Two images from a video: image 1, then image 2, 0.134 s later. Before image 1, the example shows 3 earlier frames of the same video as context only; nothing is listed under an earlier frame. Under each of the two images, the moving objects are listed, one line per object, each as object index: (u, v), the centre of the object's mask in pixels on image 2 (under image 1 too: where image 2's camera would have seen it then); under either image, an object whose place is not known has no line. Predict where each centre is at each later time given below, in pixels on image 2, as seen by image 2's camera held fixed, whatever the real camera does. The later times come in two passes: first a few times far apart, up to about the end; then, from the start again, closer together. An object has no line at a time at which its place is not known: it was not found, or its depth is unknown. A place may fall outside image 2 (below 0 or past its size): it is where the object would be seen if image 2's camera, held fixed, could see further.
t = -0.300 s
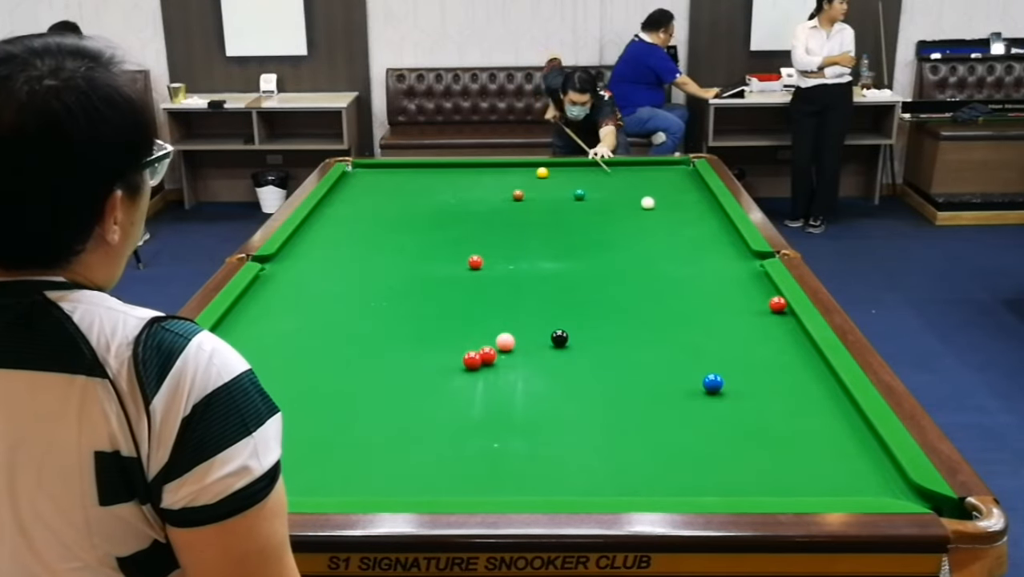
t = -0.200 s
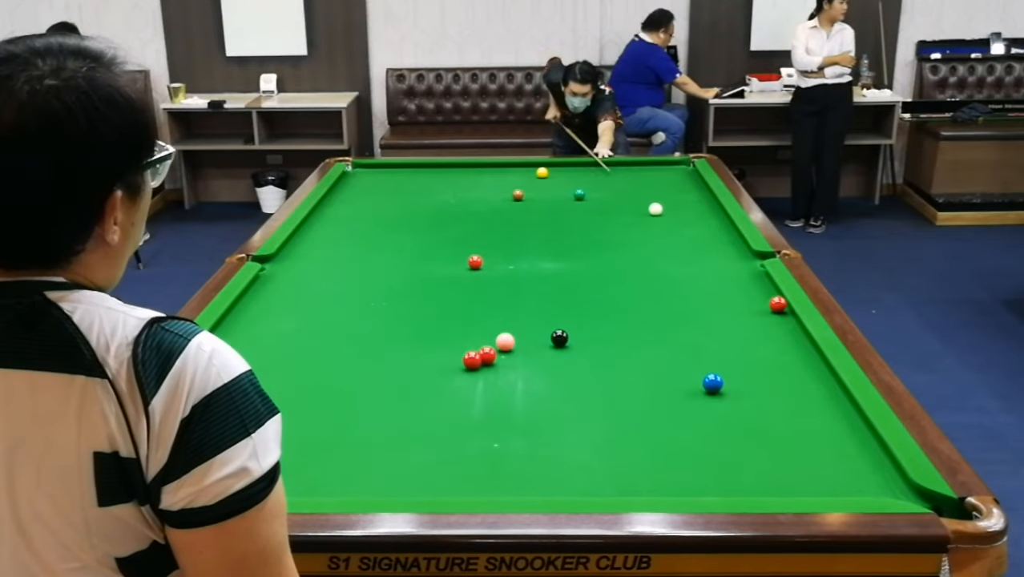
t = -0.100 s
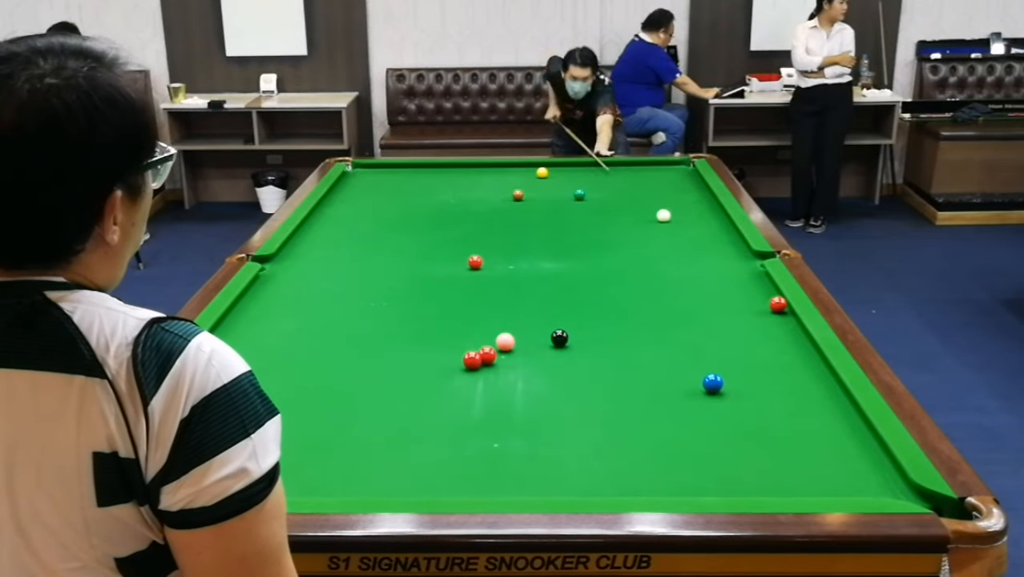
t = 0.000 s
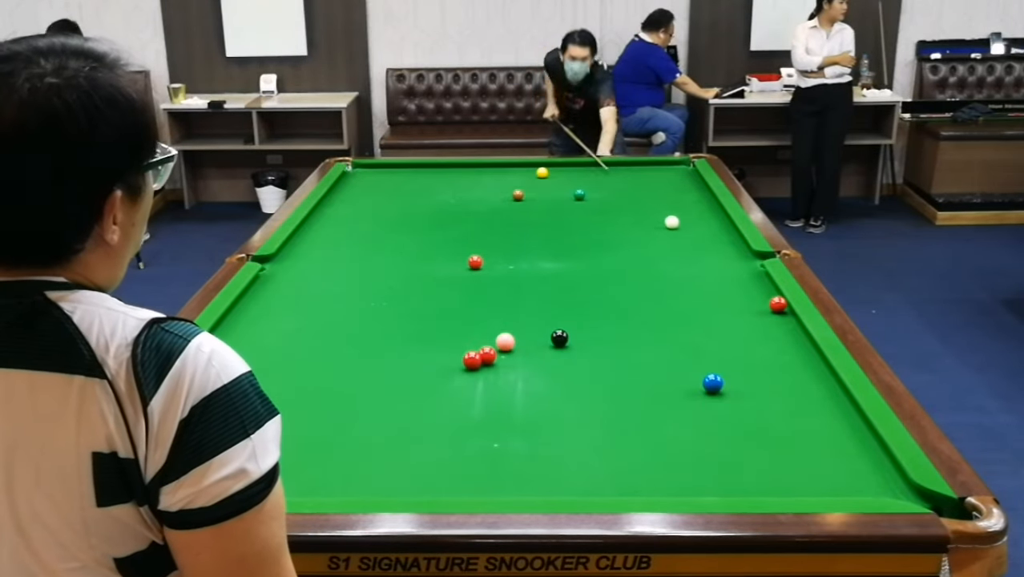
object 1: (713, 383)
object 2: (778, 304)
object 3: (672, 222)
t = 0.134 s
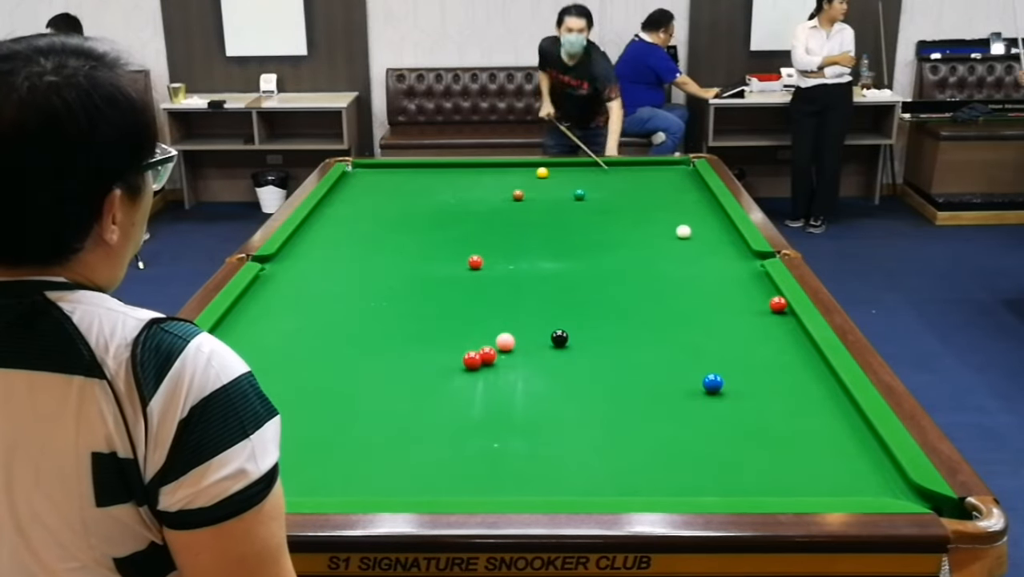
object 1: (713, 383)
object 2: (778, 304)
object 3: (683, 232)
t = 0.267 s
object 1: (713, 383)
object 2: (778, 304)
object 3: (696, 241)
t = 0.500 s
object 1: (713, 383)
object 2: (778, 304)
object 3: (719, 260)
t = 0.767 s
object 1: (713, 383)
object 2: (778, 304)
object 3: (748, 284)
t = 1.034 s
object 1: (713, 383)
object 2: (780, 311)
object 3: (763, 302)
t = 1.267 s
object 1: (713, 383)
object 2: (769, 321)
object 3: (757, 309)
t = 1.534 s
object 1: (713, 383)
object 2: (756, 334)
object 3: (751, 317)
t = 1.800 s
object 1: (713, 384)
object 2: (743, 346)
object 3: (745, 326)
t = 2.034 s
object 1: (713, 383)
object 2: (730, 356)
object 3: (739, 332)
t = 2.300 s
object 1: (713, 383)
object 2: (716, 367)
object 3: (733, 339)
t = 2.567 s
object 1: (714, 386)
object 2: (699, 376)
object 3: (727, 346)
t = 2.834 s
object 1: (717, 392)
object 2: (680, 381)
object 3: (721, 352)
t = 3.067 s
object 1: (720, 396)
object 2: (665, 383)
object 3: (716, 356)
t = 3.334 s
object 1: (723, 400)
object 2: (652, 386)
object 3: (712, 360)
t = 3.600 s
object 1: (726, 403)
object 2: (639, 388)
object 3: (707, 364)
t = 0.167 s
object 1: (713, 383)
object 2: (778, 304)
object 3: (686, 234)
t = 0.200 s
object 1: (713, 383)
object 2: (778, 304)
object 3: (689, 236)
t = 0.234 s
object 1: (713, 383)
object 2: (778, 304)
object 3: (692, 239)
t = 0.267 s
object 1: (713, 383)
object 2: (778, 304)
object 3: (696, 241)
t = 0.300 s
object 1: (713, 383)
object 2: (778, 304)
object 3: (699, 244)
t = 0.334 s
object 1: (713, 383)
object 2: (778, 304)
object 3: (702, 246)
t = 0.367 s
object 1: (713, 383)
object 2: (778, 304)
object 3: (705, 249)
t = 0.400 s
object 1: (713, 383)
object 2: (778, 304)
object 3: (708, 252)
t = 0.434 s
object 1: (713, 383)
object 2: (778, 304)
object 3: (712, 254)
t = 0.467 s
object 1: (713, 383)
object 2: (778, 304)
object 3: (715, 257)
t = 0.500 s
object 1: (713, 383)
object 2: (778, 304)
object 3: (719, 260)
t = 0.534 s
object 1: (713, 383)
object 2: (778, 304)
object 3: (722, 263)
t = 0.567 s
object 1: (713, 383)
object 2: (778, 304)
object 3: (726, 266)
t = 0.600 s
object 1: (713, 383)
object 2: (778, 304)
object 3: (729, 269)
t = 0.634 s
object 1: (713, 383)
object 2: (778, 304)
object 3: (733, 272)
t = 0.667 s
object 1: (713, 383)
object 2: (778, 304)
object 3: (736, 275)
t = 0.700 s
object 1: (713, 383)
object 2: (778, 304)
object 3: (740, 278)
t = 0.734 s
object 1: (713, 383)
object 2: (778, 304)
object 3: (744, 281)
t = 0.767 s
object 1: (713, 383)
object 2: (778, 304)
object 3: (748, 284)
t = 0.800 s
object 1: (713, 383)
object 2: (778, 304)
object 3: (752, 287)
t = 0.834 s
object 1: (713, 383)
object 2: (779, 304)
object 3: (756, 290)
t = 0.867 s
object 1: (713, 383)
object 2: (778, 304)
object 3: (760, 293)
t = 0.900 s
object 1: (713, 383)
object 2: (778, 304)
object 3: (763, 296)
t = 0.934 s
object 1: (713, 383)
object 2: (779, 305)
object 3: (766, 299)
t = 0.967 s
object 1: (713, 383)
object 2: (783, 307)
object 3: (765, 300)
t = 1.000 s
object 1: (713, 383)
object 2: (782, 309)
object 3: (764, 301)
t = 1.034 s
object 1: (713, 383)
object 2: (780, 311)
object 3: (763, 302)
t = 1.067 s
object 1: (713, 383)
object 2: (779, 312)
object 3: (762, 303)
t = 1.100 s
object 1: (713, 383)
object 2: (777, 314)
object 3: (761, 304)
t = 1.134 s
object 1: (713, 383)
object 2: (776, 315)
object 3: (760, 305)
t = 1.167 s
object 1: (713, 383)
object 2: (774, 317)
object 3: (760, 306)
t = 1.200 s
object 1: (713, 383)
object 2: (772, 319)
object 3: (759, 307)
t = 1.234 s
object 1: (713, 383)
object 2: (771, 320)
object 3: (758, 308)
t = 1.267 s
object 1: (713, 383)
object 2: (769, 321)
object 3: (757, 309)
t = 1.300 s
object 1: (713, 383)
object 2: (768, 323)
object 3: (756, 310)
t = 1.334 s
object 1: (713, 383)
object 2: (766, 325)
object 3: (756, 311)
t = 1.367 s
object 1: (713, 383)
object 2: (764, 326)
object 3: (755, 312)
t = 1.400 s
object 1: (713, 383)
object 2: (763, 328)
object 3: (754, 313)
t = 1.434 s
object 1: (713, 383)
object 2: (761, 329)
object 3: (753, 314)
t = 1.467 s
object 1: (713, 383)
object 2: (759, 331)
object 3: (752, 315)
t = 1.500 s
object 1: (713, 383)
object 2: (758, 332)
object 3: (752, 316)
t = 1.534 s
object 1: (713, 383)
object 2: (756, 334)
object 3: (751, 317)
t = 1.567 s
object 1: (713, 383)
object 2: (754, 335)
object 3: (750, 318)
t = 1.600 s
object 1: (713, 383)
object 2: (753, 337)
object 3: (750, 319)
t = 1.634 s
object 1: (713, 383)
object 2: (751, 338)
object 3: (749, 320)
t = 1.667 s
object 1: (713, 383)
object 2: (750, 340)
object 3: (748, 321)
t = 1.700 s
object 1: (713, 383)
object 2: (748, 341)
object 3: (748, 322)
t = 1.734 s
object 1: (713, 383)
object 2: (746, 343)
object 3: (747, 323)
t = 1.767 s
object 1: (713, 383)
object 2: (744, 344)
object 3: (746, 324)
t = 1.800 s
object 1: (713, 384)
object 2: (743, 346)
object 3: (745, 326)
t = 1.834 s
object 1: (713, 383)
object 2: (741, 347)
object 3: (744, 326)
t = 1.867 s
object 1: (713, 383)
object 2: (739, 349)
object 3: (744, 327)
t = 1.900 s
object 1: (713, 383)
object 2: (737, 350)
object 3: (743, 328)
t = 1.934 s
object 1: (713, 383)
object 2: (736, 352)
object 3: (742, 329)
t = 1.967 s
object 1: (713, 383)
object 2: (734, 353)
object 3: (741, 330)
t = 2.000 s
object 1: (713, 383)
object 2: (732, 355)
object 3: (740, 331)
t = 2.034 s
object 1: (713, 383)
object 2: (730, 356)
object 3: (739, 332)
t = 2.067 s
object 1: (713, 384)
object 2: (728, 358)
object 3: (738, 333)
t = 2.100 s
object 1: (713, 384)
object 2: (727, 359)
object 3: (737, 334)
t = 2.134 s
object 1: (712, 384)
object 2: (725, 361)
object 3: (737, 335)
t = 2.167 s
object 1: (712, 384)
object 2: (723, 362)
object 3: (736, 336)
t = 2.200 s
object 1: (712, 384)
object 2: (721, 364)
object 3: (735, 337)
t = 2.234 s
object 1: (712, 384)
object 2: (719, 365)
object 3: (734, 337)
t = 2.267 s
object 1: (713, 383)
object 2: (718, 366)
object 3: (734, 338)
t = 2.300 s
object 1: (713, 383)
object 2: (716, 367)
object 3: (733, 339)
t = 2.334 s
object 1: (712, 383)
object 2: (714, 367)
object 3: (732, 340)
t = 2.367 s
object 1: (712, 383)
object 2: (712, 368)
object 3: (731, 341)
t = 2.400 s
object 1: (712, 383)
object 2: (710, 369)
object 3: (731, 342)
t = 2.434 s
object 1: (712, 383)
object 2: (707, 370)
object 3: (730, 343)
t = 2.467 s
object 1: (712, 384)
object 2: (705, 372)
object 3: (729, 343)
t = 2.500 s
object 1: (713, 384)
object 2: (702, 374)
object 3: (728, 344)
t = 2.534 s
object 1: (713, 385)
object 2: (700, 375)
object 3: (728, 345)
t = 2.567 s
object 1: (714, 386)
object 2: (699, 376)
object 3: (727, 346)
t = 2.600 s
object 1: (714, 387)
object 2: (697, 377)
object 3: (726, 346)
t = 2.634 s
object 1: (715, 388)
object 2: (694, 378)
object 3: (725, 347)
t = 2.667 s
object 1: (715, 388)
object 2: (692, 378)
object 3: (725, 348)
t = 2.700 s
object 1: (716, 389)
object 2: (690, 379)
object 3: (724, 349)
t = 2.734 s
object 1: (716, 390)
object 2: (687, 379)
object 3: (723, 349)
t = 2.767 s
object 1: (717, 391)
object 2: (685, 380)
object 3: (722, 350)
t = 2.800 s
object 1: (717, 391)
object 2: (682, 380)
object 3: (722, 351)
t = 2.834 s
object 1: (717, 392)
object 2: (680, 381)
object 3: (721, 352)
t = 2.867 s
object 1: (717, 393)
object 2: (678, 381)
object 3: (720, 352)
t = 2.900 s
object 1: (718, 393)
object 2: (676, 381)
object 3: (719, 353)
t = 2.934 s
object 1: (718, 394)
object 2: (674, 382)
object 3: (718, 353)
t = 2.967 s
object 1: (719, 394)
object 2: (671, 382)
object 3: (718, 354)
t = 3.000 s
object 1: (719, 395)
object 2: (669, 383)
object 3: (717, 355)
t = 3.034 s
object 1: (720, 396)
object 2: (667, 383)
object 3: (716, 355)
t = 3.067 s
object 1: (720, 396)
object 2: (665, 383)
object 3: (716, 356)
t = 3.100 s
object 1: (720, 397)
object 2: (663, 384)
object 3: (715, 356)
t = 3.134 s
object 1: (721, 397)
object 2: (661, 384)
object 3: (714, 357)
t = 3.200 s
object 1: (721, 398)
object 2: (659, 384)
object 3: (714, 358)
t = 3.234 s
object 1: (721, 398)
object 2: (657, 384)
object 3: (713, 358)
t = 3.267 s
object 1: (722, 399)
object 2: (655, 385)
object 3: (712, 359)
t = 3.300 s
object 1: (723, 399)
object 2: (654, 385)
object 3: (712, 359)
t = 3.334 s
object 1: (723, 400)
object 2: (652, 386)
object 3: (712, 360)
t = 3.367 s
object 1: (723, 400)
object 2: (650, 386)
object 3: (711, 360)
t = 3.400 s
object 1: (724, 401)
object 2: (649, 386)
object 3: (711, 361)
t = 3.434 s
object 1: (724, 401)
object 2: (647, 387)
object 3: (710, 361)
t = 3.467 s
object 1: (725, 402)
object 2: (645, 387)
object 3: (709, 362)
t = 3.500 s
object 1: (725, 402)
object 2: (643, 387)
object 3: (709, 362)
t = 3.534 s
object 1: (725, 403)
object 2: (642, 388)
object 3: (708, 363)
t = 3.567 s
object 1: (725, 403)
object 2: (640, 388)
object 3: (708, 363)
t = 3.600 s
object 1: (726, 403)
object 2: (639, 388)
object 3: (707, 364)
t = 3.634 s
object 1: (726, 404)
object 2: (637, 388)
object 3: (707, 364)
